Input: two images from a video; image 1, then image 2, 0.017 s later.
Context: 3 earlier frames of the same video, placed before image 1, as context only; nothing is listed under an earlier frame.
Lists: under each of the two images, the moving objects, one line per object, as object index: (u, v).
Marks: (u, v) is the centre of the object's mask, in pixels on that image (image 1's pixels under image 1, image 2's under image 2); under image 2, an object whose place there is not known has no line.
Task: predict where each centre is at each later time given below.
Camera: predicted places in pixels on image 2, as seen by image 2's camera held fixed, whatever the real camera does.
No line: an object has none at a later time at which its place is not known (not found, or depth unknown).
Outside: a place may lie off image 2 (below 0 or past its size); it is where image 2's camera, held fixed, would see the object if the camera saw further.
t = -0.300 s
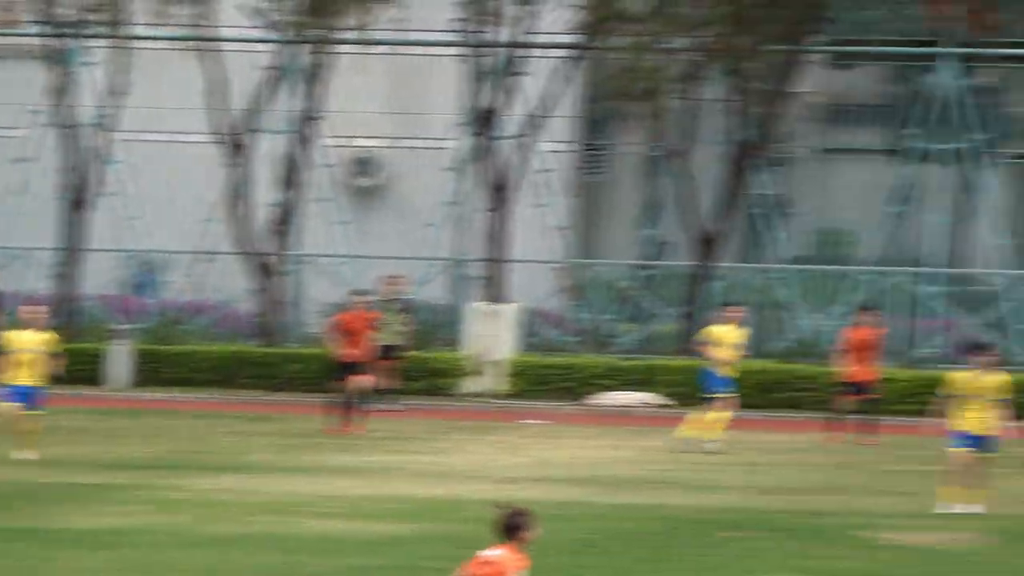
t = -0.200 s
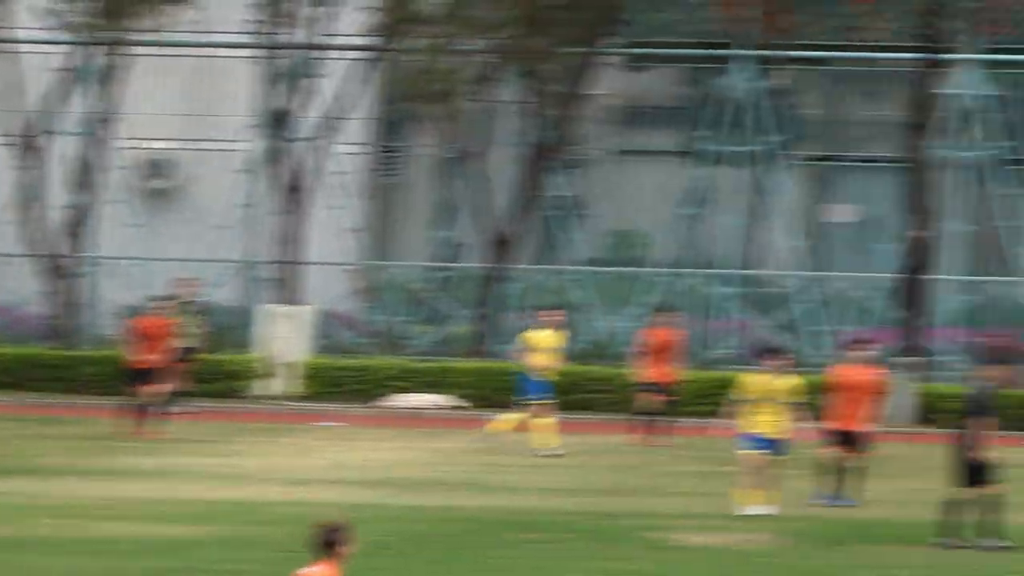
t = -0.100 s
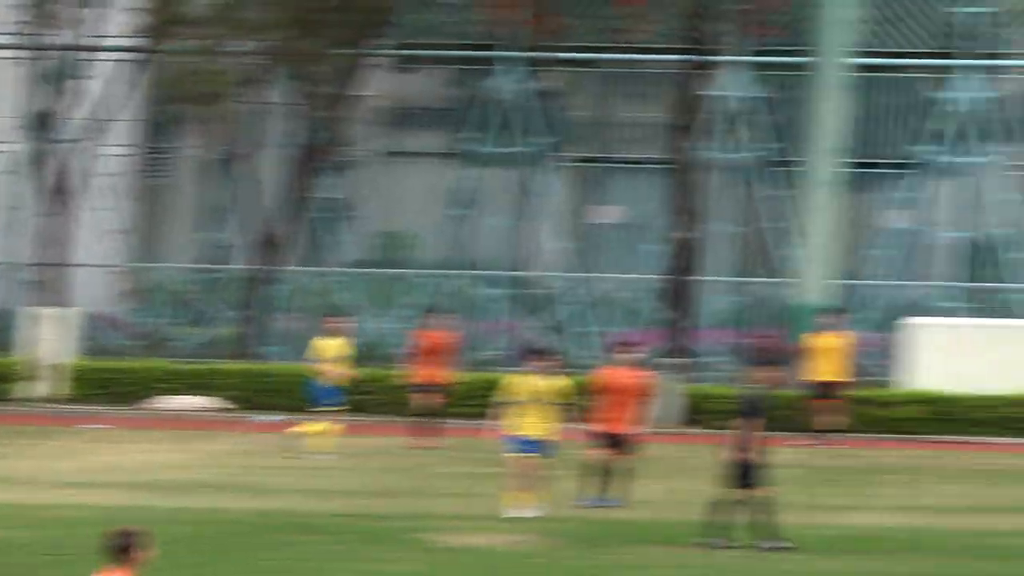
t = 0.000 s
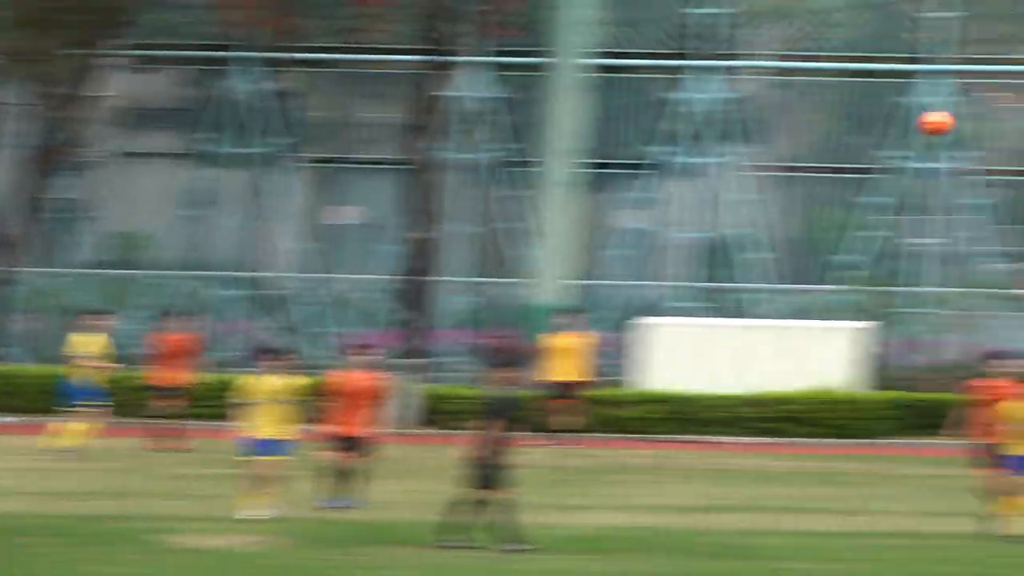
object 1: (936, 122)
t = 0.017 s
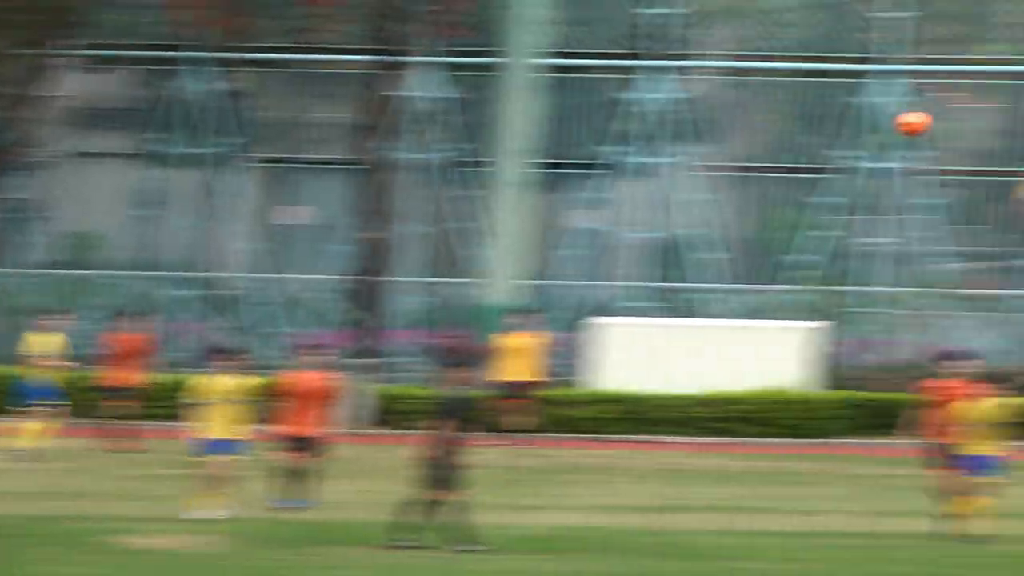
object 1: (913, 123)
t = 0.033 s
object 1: (936, 123)
